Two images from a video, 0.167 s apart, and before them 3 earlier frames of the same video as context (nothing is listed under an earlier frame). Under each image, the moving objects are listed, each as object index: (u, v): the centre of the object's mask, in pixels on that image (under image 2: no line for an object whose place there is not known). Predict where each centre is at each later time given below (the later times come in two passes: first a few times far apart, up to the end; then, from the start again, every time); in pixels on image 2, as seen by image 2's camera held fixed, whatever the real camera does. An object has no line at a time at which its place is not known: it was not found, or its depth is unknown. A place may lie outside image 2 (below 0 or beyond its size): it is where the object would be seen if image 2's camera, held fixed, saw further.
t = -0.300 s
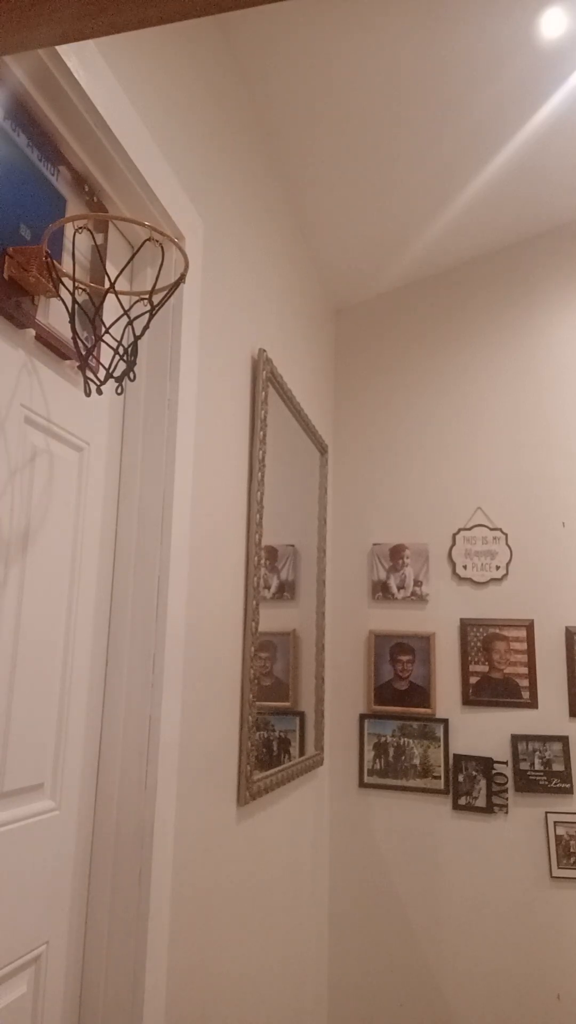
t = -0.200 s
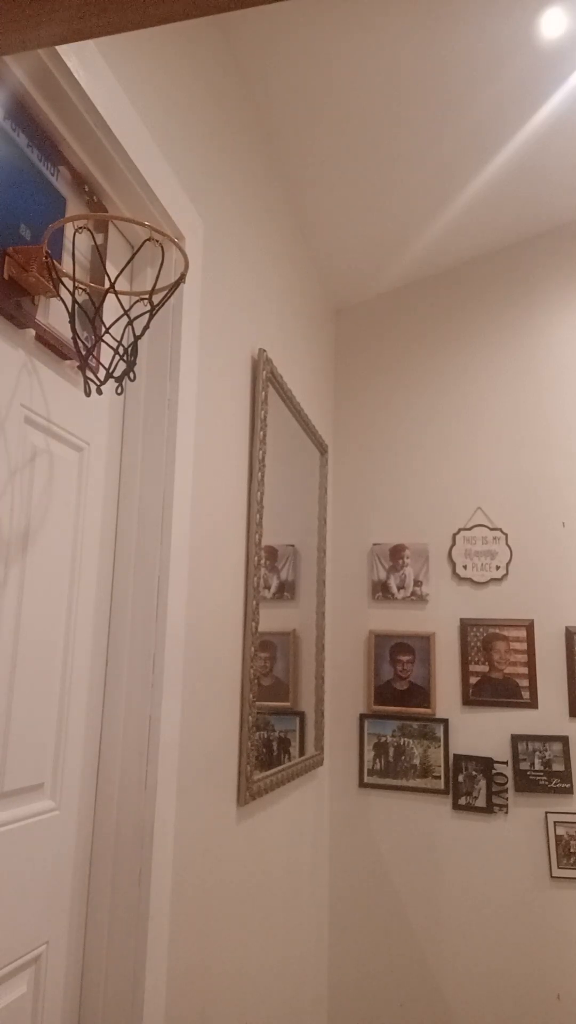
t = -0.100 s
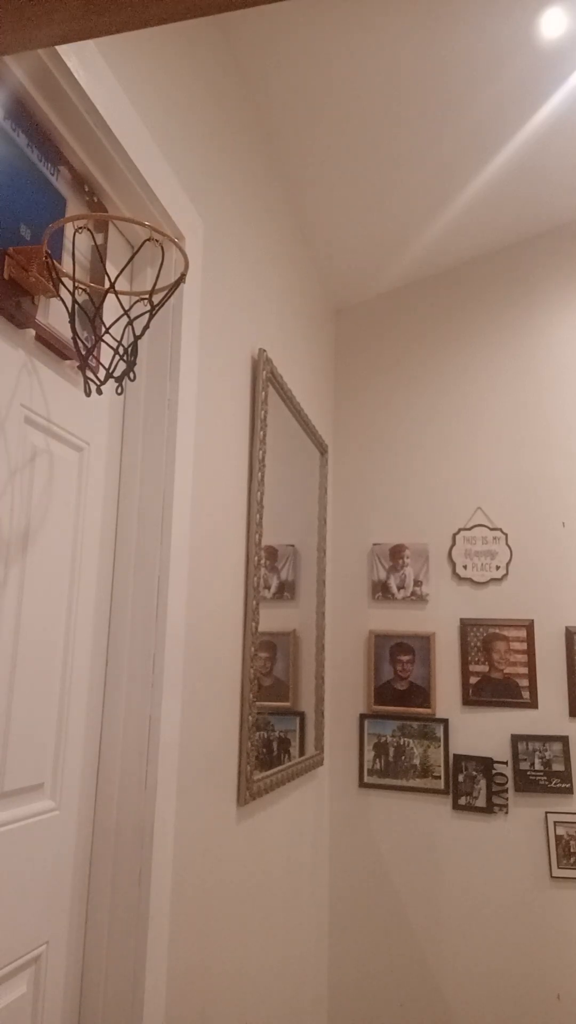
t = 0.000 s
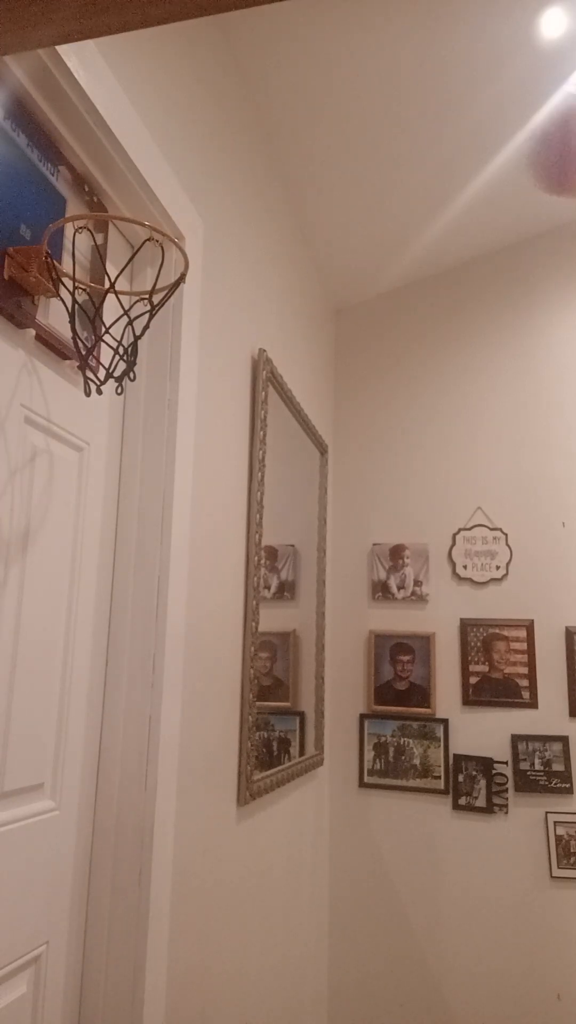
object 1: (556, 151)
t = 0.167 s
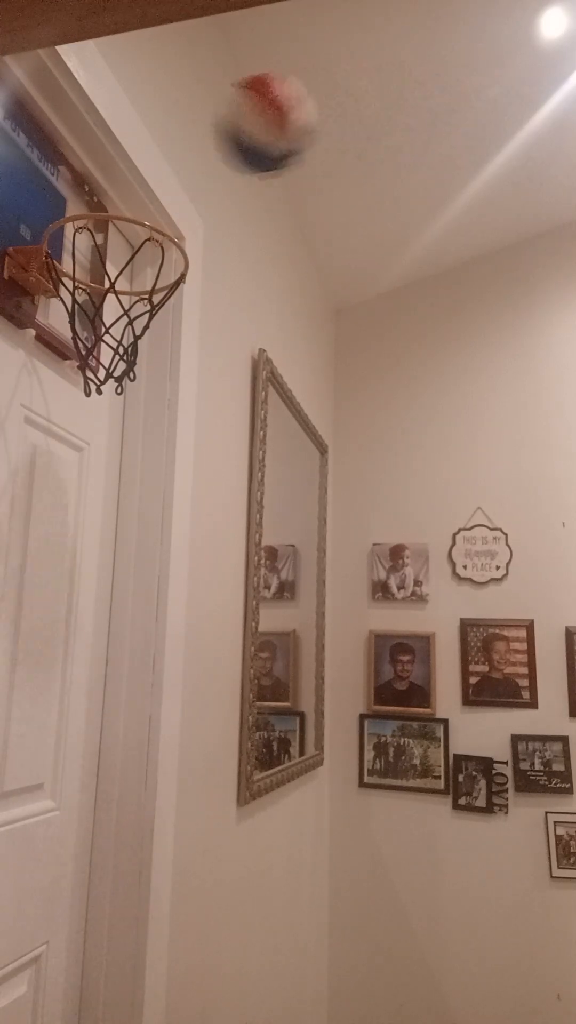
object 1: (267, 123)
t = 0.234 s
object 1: (152, 160)
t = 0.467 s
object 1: (108, 253)
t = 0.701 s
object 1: (72, 384)
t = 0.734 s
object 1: (68, 419)
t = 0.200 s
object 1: (211, 137)
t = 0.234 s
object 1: (152, 160)
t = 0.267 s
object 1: (101, 176)
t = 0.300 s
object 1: (63, 213)
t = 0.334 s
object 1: (104, 227)
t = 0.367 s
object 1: (140, 243)
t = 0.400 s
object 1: (129, 248)
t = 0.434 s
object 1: (106, 255)
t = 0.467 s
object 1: (108, 253)
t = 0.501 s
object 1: (120, 255)
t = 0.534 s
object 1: (116, 264)
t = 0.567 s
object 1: (107, 279)
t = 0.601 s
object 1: (96, 305)
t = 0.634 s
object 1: (86, 332)
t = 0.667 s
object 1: (80, 359)
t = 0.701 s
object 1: (72, 384)
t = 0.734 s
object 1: (68, 419)
